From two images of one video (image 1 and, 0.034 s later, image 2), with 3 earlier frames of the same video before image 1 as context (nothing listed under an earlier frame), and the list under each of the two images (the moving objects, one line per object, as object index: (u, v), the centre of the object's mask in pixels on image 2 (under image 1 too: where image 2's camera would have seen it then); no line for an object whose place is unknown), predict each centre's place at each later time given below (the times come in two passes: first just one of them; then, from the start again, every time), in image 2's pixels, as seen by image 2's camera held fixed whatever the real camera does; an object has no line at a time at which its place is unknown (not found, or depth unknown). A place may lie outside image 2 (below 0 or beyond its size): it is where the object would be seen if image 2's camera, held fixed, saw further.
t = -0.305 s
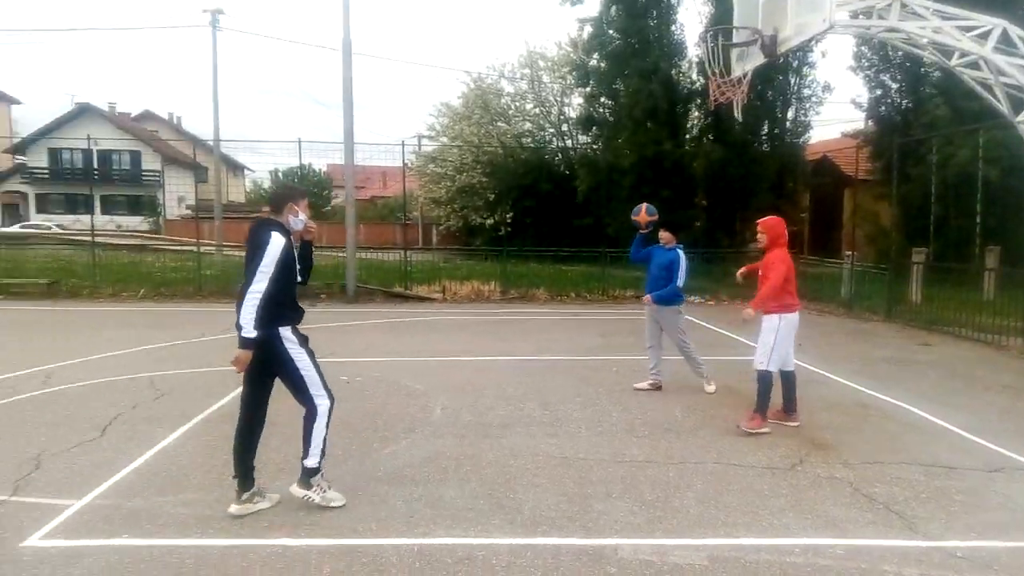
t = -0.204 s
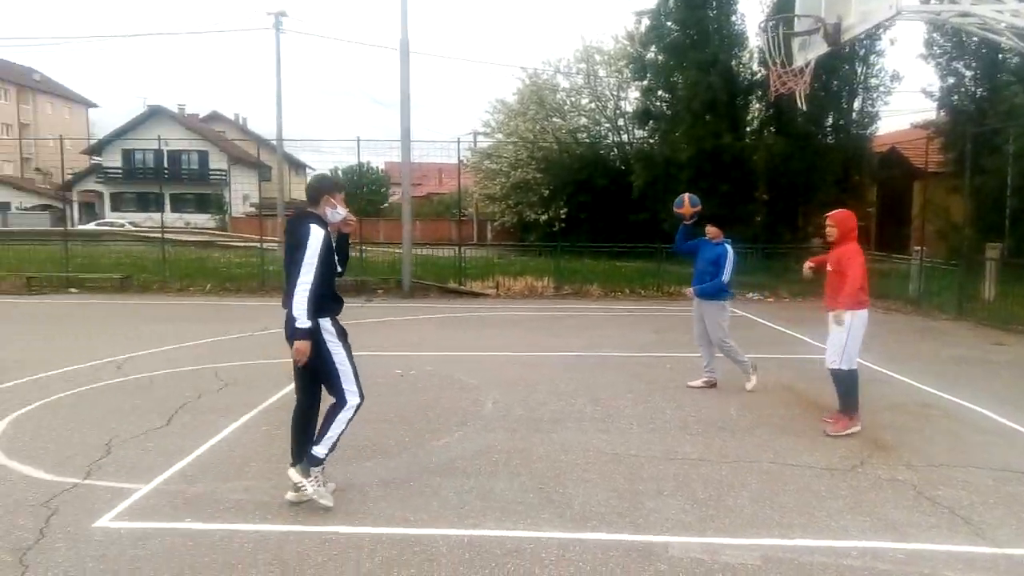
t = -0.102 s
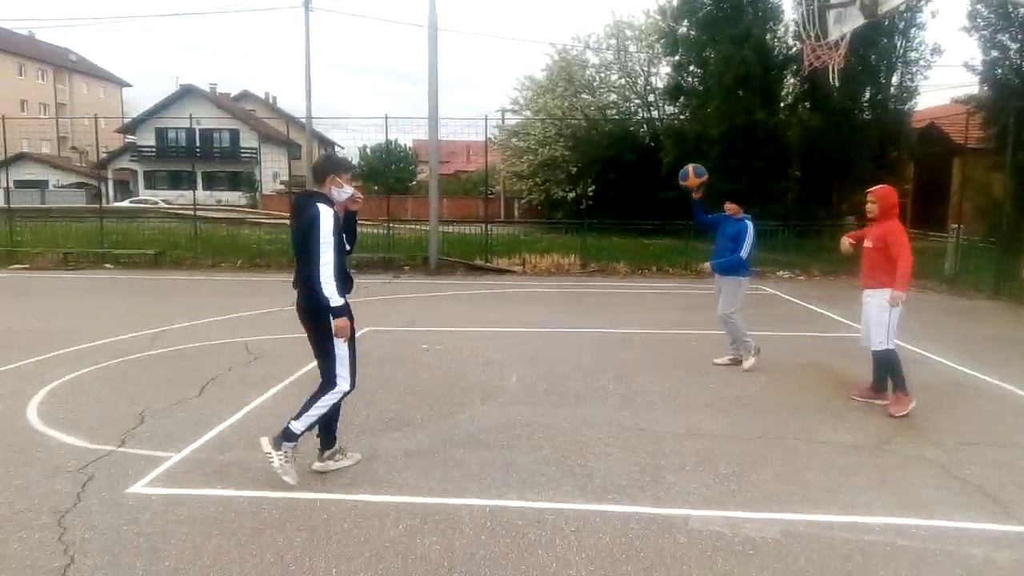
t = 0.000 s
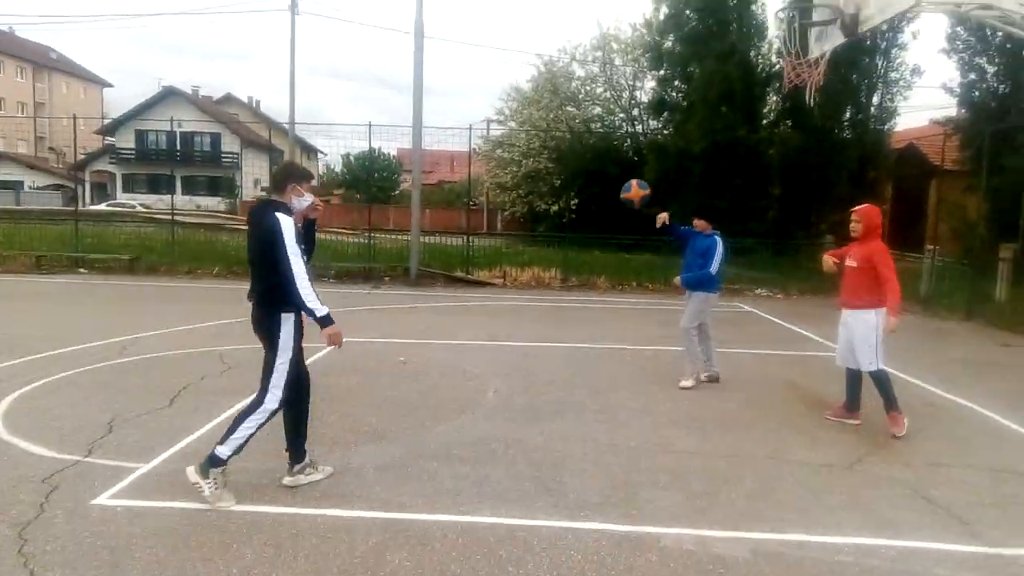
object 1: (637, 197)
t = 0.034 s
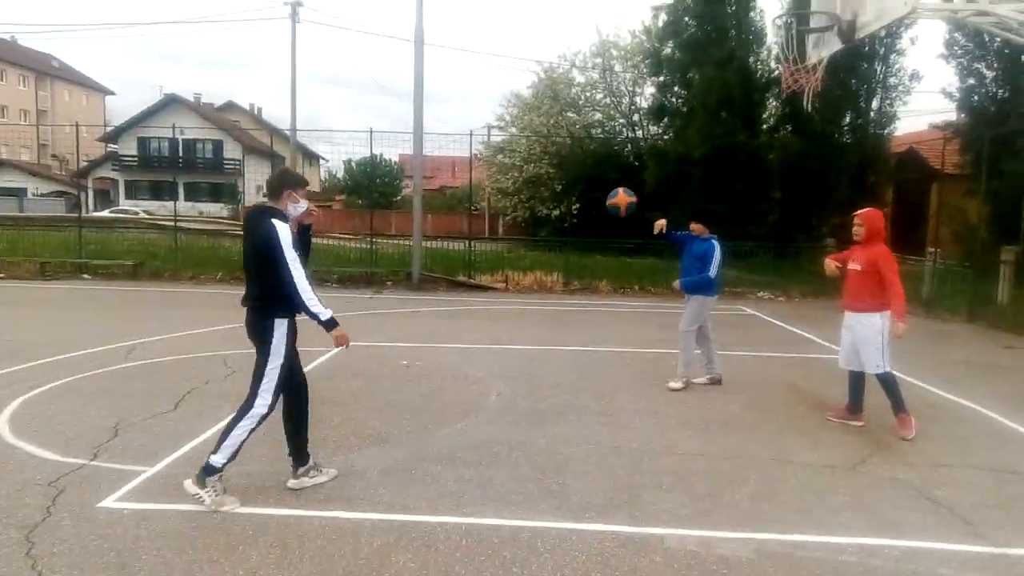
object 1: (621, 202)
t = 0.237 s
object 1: (521, 259)
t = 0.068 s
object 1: (606, 207)
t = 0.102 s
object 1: (590, 214)
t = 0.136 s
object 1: (573, 222)
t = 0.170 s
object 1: (557, 233)
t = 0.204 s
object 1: (540, 244)
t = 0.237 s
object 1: (521, 259)
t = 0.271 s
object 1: (502, 275)
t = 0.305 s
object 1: (485, 295)
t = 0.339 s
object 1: (465, 316)
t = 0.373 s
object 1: (444, 340)
